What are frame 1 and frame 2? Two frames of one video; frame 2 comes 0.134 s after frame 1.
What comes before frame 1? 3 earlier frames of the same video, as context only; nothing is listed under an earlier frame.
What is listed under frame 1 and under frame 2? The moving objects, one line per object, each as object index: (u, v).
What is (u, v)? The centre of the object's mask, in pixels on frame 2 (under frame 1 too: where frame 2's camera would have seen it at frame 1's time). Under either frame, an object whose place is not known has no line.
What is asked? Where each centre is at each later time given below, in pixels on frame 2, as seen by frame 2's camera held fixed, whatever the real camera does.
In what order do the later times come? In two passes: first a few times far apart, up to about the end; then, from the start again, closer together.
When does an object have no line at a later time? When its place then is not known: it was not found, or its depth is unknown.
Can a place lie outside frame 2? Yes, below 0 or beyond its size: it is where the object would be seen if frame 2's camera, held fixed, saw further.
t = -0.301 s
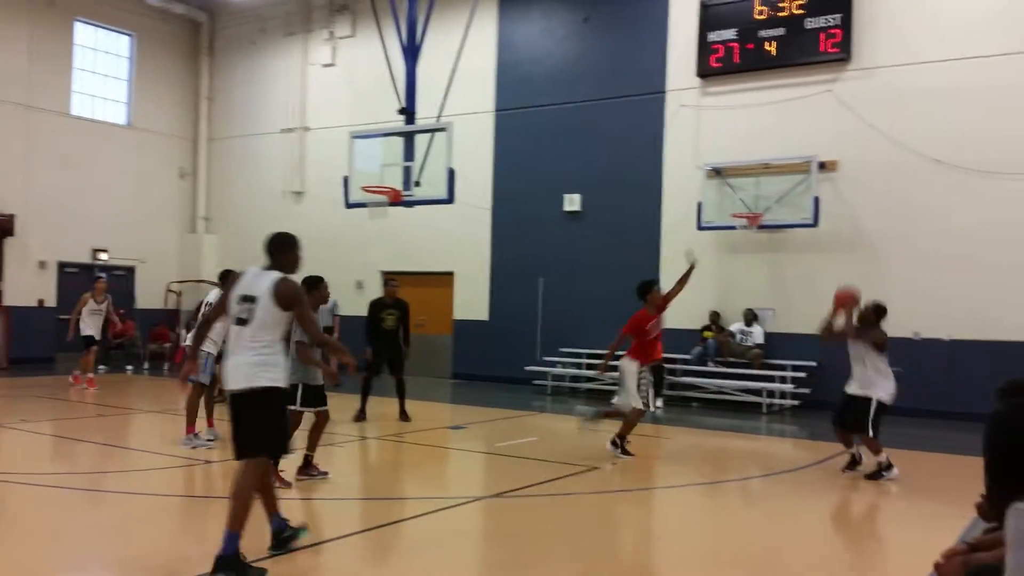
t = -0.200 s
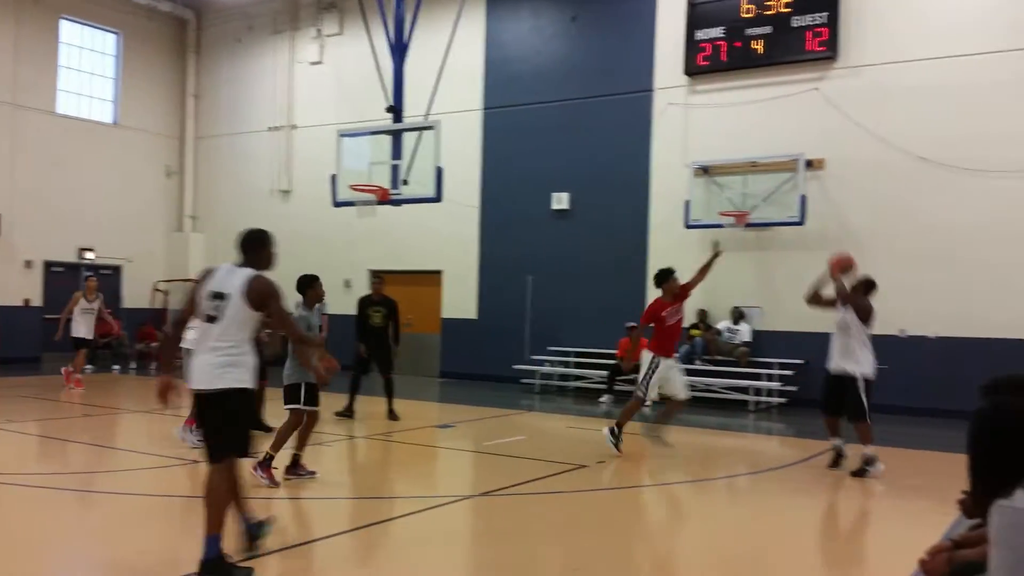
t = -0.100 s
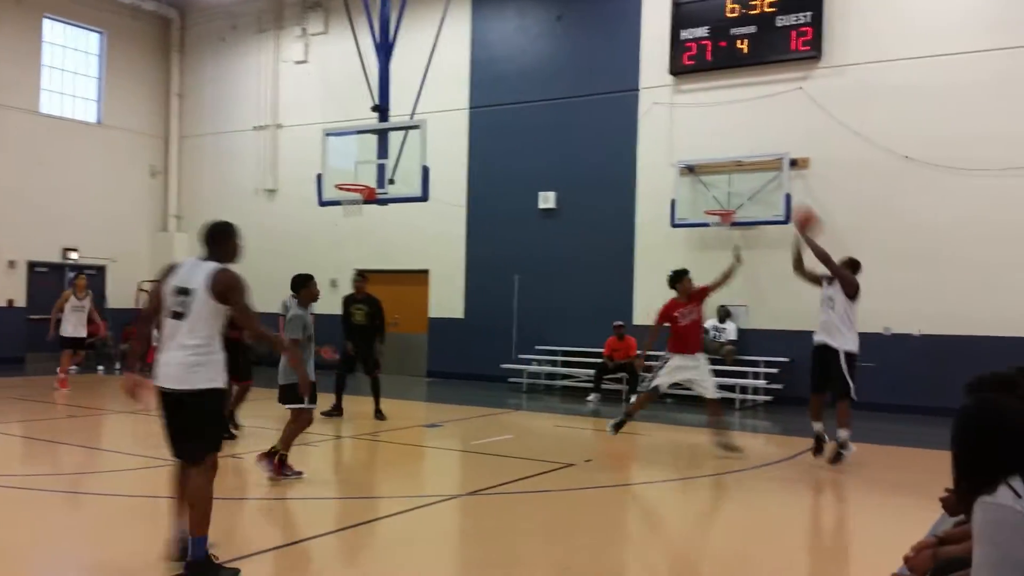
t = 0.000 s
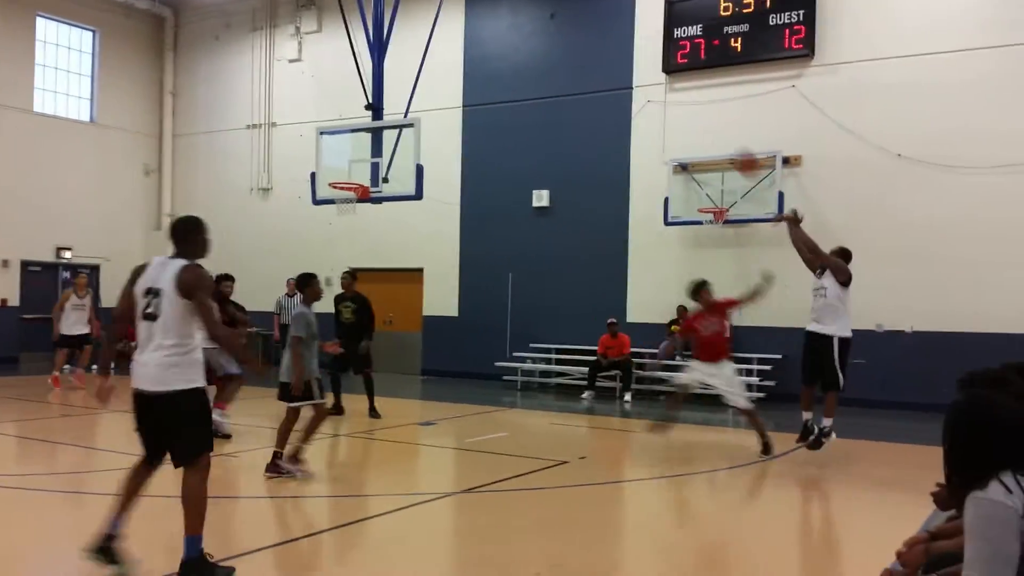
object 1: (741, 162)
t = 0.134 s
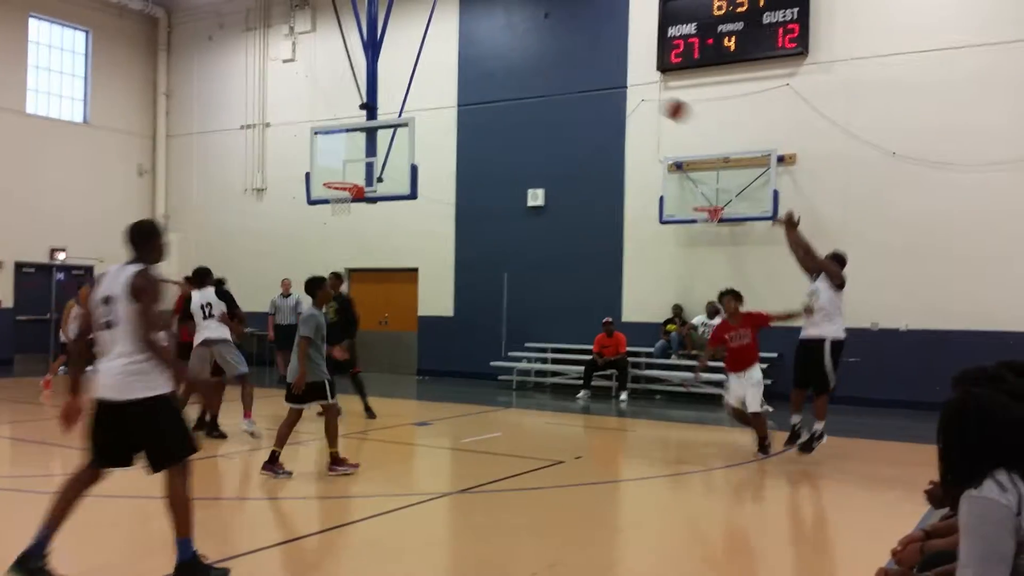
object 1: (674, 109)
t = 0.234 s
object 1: (629, 83)
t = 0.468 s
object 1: (536, 61)
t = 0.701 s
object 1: (457, 80)
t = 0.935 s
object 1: (385, 138)
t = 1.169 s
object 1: (324, 165)
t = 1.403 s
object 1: (265, 162)
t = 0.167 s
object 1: (659, 100)
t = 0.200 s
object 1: (644, 91)
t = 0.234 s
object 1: (629, 83)
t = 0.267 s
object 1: (615, 76)
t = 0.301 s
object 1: (602, 71)
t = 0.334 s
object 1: (588, 67)
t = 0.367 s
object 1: (575, 63)
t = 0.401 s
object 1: (561, 62)
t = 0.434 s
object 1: (549, 60)
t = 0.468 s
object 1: (536, 61)
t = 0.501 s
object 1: (524, 61)
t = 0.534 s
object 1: (511, 62)
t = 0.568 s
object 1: (500, 64)
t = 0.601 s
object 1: (488, 68)
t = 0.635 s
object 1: (477, 71)
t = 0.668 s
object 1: (465, 77)
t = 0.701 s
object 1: (457, 80)
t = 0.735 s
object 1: (446, 87)
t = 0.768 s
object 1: (435, 94)
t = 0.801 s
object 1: (424, 101)
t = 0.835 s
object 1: (414, 109)
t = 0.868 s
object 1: (404, 119)
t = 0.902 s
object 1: (394, 128)
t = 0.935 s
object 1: (385, 138)
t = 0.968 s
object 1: (374, 149)
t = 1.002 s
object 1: (367, 162)
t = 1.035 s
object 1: (358, 172)
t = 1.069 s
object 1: (350, 177)
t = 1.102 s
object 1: (341, 173)
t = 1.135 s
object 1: (332, 168)
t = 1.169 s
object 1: (324, 165)
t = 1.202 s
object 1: (314, 162)
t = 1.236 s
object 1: (306, 160)
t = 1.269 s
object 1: (298, 159)
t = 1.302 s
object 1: (289, 159)
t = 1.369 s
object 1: (273, 160)
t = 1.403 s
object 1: (265, 162)
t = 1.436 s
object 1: (256, 165)
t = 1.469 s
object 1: (247, 168)
